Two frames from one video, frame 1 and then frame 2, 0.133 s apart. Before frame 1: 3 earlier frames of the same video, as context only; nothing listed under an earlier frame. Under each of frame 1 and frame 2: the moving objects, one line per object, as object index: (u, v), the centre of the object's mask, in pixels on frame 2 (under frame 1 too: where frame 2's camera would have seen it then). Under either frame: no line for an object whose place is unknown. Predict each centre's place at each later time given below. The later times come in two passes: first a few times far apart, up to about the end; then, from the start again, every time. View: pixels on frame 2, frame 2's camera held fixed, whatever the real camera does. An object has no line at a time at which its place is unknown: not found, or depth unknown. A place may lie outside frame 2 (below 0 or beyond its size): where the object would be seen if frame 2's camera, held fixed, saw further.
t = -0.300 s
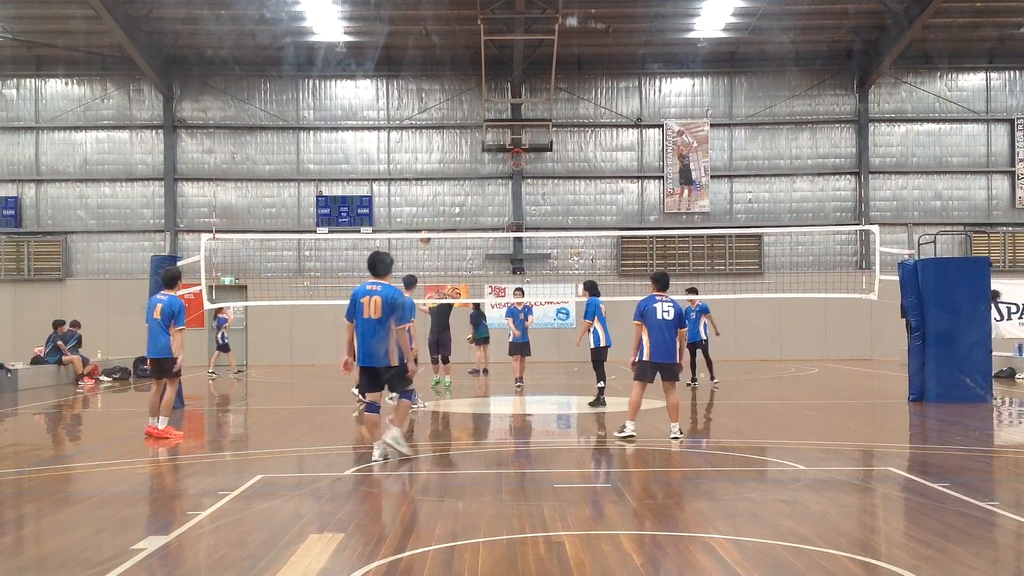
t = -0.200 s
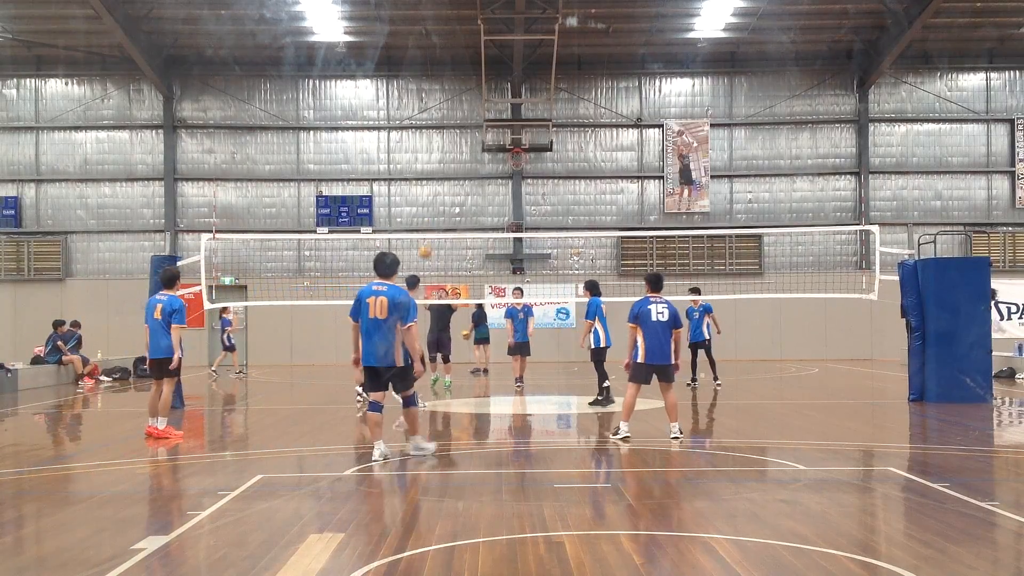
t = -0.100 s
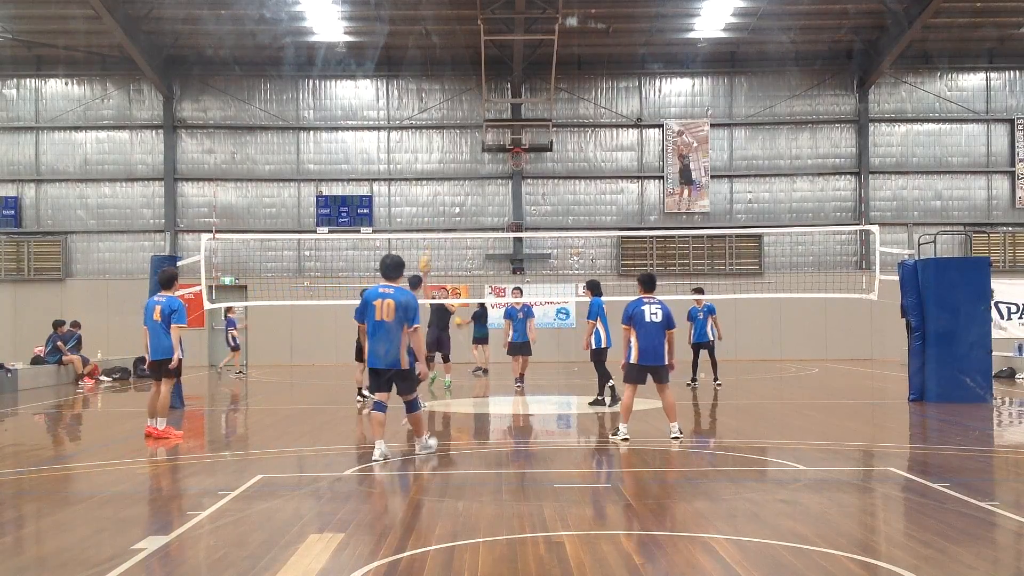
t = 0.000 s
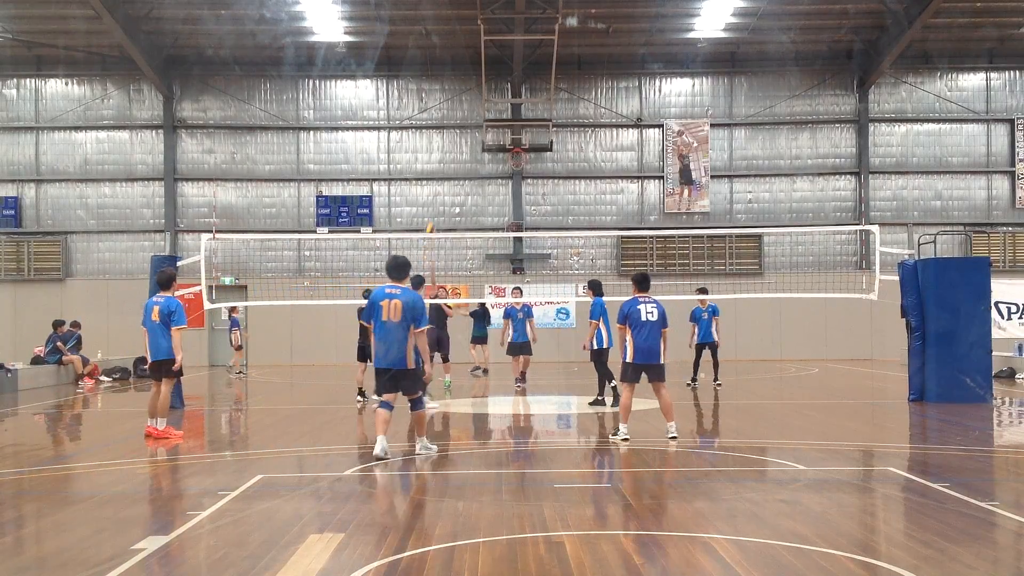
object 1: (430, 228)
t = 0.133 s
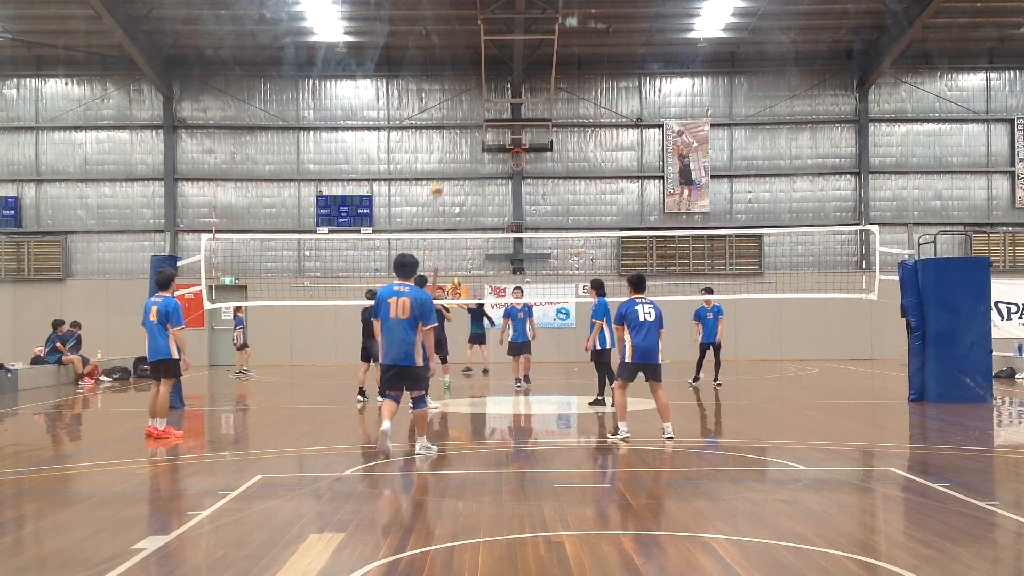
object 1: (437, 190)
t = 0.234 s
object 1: (441, 165)
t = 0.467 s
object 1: (455, 128)
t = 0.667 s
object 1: (468, 125)
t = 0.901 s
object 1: (487, 162)
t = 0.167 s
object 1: (438, 180)
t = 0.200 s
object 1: (439, 172)
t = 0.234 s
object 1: (441, 165)
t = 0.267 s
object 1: (444, 158)
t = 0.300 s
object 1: (445, 152)
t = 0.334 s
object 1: (447, 146)
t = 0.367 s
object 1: (450, 139)
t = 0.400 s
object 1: (452, 135)
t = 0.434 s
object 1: (453, 131)
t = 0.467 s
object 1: (455, 128)
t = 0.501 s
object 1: (457, 126)
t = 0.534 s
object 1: (459, 124)
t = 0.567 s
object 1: (461, 123)
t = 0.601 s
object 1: (463, 123)
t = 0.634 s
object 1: (466, 123)
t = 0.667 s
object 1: (468, 125)
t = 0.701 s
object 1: (471, 127)
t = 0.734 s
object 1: (473, 130)
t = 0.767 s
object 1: (476, 135)
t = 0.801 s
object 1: (479, 140)
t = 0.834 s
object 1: (481, 146)
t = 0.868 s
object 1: (485, 153)
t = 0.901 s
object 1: (487, 162)
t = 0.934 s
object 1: (490, 172)
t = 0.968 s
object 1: (493, 183)
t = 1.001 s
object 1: (497, 196)
